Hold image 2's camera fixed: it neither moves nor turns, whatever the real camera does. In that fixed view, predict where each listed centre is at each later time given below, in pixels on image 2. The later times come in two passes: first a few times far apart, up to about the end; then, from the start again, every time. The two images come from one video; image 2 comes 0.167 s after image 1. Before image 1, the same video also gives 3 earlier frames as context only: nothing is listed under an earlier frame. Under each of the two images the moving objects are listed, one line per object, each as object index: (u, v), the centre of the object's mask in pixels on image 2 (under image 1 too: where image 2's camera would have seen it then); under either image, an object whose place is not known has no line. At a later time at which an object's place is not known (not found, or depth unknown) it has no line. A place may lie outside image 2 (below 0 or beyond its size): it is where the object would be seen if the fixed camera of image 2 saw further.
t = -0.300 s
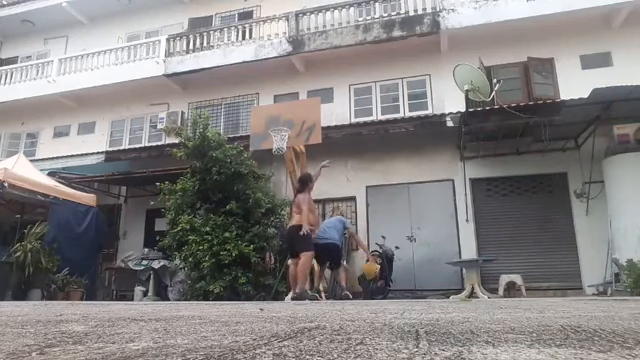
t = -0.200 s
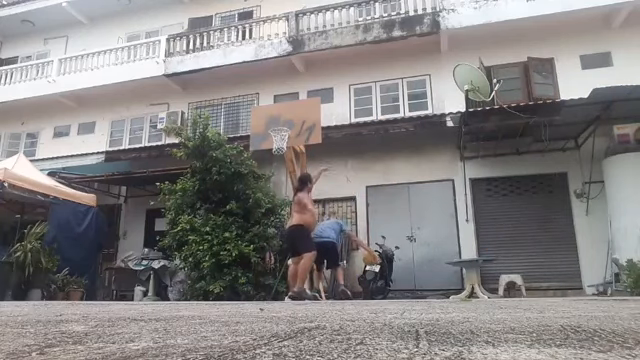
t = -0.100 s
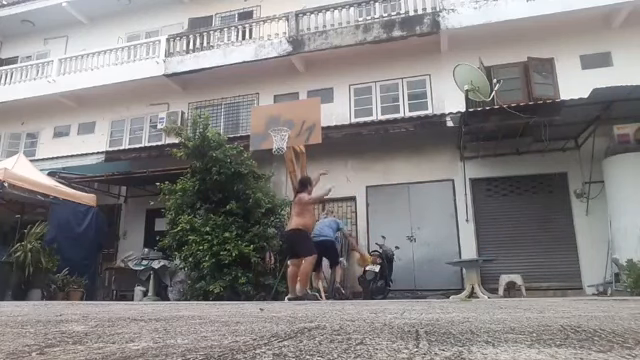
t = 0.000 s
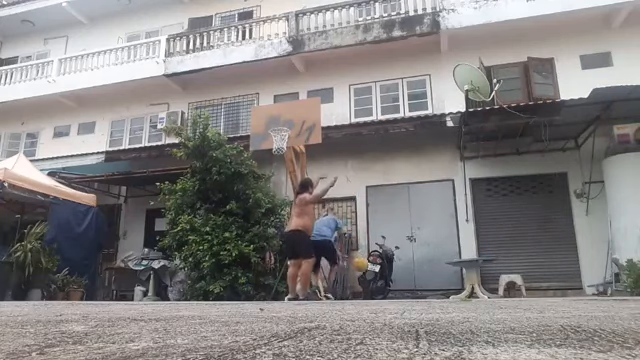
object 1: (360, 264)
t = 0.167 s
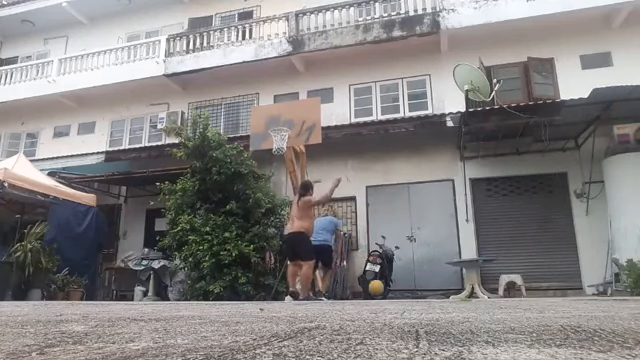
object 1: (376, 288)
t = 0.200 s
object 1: (379, 293)
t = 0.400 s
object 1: (390, 269)
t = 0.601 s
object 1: (402, 268)
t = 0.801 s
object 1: (418, 292)
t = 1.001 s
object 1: (429, 271)
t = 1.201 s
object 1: (441, 275)
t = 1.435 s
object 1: (455, 281)
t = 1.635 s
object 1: (465, 274)
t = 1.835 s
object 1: (478, 291)
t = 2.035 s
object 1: (488, 280)
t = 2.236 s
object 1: (497, 289)
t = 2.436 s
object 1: (506, 283)
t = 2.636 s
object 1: (512, 284)
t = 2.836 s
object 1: (520, 283)
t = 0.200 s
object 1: (379, 293)
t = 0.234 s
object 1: (380, 289)
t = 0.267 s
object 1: (383, 284)
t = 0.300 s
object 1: (384, 279)
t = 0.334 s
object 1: (386, 276)
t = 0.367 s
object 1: (388, 272)
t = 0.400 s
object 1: (390, 269)
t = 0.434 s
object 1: (392, 268)
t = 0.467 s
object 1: (394, 266)
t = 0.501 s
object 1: (397, 265)
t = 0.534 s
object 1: (399, 266)
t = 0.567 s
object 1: (400, 267)
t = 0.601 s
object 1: (402, 268)
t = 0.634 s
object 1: (405, 271)
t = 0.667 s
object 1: (408, 275)
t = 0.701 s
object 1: (410, 279)
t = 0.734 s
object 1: (413, 283)
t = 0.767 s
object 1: (415, 289)
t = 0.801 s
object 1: (418, 292)
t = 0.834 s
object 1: (419, 288)
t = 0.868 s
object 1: (421, 283)
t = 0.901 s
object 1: (423, 279)
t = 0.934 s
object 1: (425, 276)
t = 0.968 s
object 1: (426, 273)
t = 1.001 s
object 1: (429, 271)
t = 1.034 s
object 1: (431, 270)
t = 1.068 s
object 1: (432, 270)
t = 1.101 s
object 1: (434, 270)
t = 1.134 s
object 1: (437, 271)
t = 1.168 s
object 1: (439, 273)
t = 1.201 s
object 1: (441, 275)
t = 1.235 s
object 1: (442, 278)
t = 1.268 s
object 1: (446, 282)
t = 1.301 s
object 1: (448, 286)
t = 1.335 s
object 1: (450, 291)
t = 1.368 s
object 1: (451, 289)
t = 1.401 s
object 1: (453, 285)
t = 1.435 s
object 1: (455, 281)
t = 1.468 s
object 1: (456, 279)
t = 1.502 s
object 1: (458, 276)
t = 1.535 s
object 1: (459, 274)
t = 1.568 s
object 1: (462, 273)
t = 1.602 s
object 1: (464, 273)
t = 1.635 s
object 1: (465, 274)
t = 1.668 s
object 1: (468, 275)
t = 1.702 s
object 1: (469, 277)
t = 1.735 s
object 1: (471, 279)
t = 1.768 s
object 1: (473, 282)
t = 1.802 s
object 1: (476, 286)
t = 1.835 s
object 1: (478, 291)
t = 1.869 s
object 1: (479, 291)
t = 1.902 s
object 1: (481, 287)
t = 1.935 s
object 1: (483, 284)
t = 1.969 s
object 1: (485, 282)
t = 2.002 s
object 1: (486, 281)
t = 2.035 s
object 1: (488, 280)
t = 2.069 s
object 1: (489, 280)
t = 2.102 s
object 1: (490, 281)
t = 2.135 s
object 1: (492, 282)
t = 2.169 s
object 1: (494, 283)
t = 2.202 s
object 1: (496, 286)
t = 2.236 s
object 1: (497, 289)
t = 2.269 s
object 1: (500, 292)
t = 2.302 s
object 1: (501, 289)
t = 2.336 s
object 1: (503, 286)
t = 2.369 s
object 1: (505, 285)
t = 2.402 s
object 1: (505, 282)
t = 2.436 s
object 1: (506, 283)
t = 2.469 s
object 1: (506, 283)
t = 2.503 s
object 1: (510, 282)
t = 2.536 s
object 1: (510, 282)
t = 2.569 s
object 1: (510, 282)
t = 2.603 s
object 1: (512, 283)
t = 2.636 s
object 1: (512, 284)
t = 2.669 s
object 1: (515, 290)
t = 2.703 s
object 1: (516, 291)
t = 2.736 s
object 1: (516, 289)
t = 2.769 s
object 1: (518, 287)
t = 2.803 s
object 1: (519, 284)
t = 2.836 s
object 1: (520, 283)
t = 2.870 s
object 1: (521, 282)
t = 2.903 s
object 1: (522, 282)
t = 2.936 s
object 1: (522, 282)
